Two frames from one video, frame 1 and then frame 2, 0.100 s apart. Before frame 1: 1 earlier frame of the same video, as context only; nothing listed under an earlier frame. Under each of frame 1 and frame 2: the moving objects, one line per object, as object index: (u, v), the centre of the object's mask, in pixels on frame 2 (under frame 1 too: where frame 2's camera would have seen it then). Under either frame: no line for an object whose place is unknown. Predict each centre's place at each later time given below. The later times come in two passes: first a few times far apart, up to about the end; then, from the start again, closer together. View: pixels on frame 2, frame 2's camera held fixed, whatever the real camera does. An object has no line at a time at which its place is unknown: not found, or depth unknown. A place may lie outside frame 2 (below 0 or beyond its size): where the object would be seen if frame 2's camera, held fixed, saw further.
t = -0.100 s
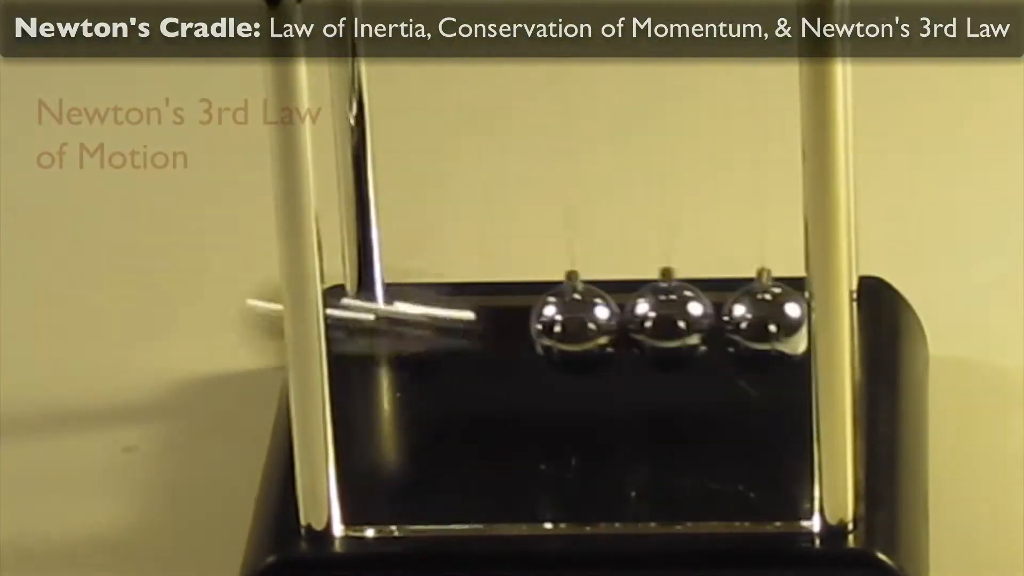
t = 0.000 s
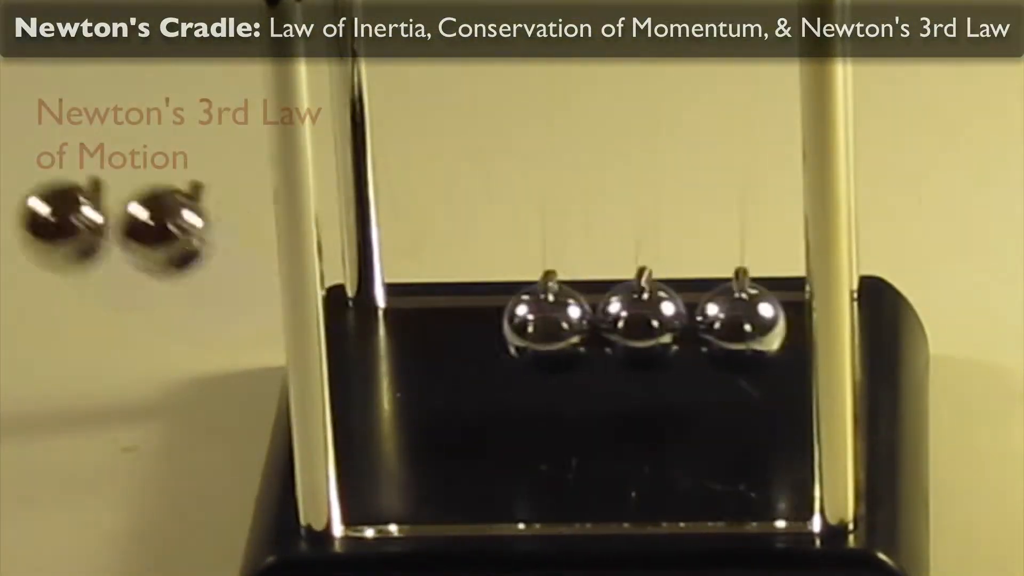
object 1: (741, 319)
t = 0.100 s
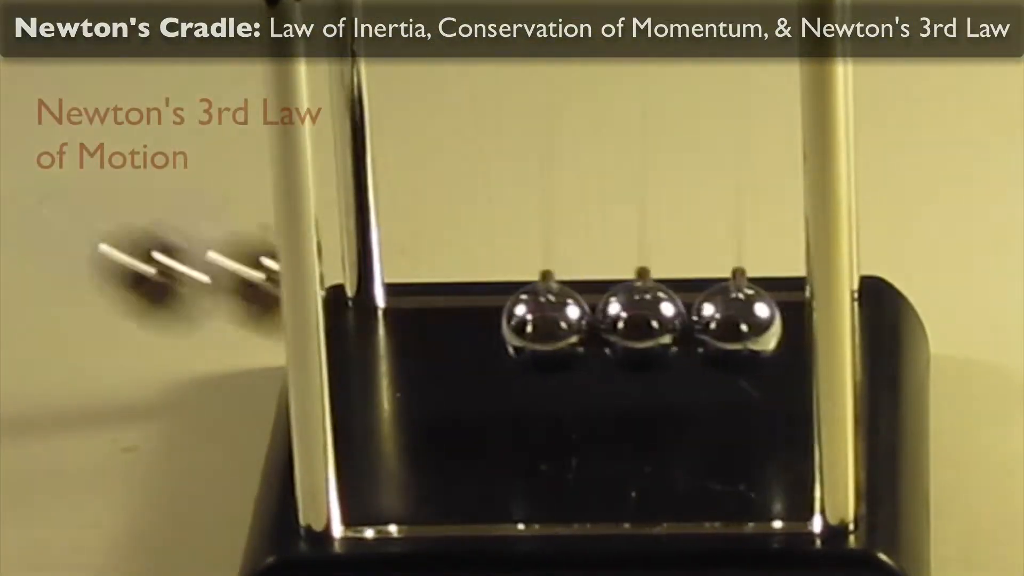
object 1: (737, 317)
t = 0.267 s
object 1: (964, 232)
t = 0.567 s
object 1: (733, 318)
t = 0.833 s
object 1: (957, 237)
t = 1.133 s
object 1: (726, 317)
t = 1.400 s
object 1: (950, 241)
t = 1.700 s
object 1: (721, 317)
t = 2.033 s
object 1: (939, 248)
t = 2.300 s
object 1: (709, 316)
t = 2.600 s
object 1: (925, 256)
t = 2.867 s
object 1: (704, 316)
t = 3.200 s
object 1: (924, 290)
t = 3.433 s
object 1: (699, 316)
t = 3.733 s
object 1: (894, 272)
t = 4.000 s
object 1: (691, 316)
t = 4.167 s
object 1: (914, 292)
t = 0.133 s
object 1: (744, 318)
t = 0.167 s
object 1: (716, 318)
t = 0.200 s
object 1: (901, 296)
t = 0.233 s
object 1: (942, 268)
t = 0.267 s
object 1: (964, 232)
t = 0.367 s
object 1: (947, 255)
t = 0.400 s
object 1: (924, 288)
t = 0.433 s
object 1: (767, 322)
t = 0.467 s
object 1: (766, 318)
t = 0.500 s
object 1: (754, 318)
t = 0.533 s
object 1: (742, 318)
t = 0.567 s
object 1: (733, 318)
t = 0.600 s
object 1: (726, 317)
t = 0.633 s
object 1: (725, 318)
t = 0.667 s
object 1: (729, 319)
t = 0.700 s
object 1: (738, 319)
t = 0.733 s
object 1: (766, 322)
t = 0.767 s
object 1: (898, 294)
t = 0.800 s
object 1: (937, 271)
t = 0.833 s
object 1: (957, 237)
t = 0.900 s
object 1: (961, 233)
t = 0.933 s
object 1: (939, 256)
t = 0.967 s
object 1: (912, 292)
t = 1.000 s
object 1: (734, 321)
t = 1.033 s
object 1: (727, 317)
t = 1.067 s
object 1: (752, 318)
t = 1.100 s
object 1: (738, 318)
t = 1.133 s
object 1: (726, 317)
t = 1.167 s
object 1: (719, 317)
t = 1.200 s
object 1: (719, 317)
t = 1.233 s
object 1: (727, 318)
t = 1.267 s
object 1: (738, 319)
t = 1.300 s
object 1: (719, 325)
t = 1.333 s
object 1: (901, 296)
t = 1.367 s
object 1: (937, 271)
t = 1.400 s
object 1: (950, 241)
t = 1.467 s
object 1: (950, 241)
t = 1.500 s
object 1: (931, 263)
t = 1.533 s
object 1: (907, 293)
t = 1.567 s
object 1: (735, 319)
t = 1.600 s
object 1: (767, 317)
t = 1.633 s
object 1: (750, 318)
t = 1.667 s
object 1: (733, 317)
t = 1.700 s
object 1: (721, 317)
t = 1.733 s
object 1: (715, 317)
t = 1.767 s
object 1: (715, 317)
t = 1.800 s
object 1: (722, 318)
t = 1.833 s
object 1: (736, 318)
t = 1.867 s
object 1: (726, 321)
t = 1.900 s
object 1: (900, 297)
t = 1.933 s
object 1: (937, 271)
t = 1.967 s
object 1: (944, 244)
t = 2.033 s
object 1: (939, 248)
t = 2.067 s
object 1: (933, 271)
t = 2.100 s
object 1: (899, 294)
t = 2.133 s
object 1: (759, 316)
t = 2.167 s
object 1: (763, 317)
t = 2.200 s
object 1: (747, 318)
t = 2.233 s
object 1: (729, 317)
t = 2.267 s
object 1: (715, 317)
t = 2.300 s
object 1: (709, 316)
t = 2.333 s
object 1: (710, 317)
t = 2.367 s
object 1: (720, 317)
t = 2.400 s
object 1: (737, 319)
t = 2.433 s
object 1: (737, 322)
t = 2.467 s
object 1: (905, 295)
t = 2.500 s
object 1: (940, 270)
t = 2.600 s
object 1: (925, 256)
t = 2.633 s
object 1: (930, 280)
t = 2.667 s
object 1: (762, 318)
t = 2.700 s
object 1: (772, 317)
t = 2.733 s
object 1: (760, 318)
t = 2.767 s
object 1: (739, 317)
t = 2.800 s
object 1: (720, 316)
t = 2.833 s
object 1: (707, 316)
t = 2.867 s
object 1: (704, 316)
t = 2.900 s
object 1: (709, 316)
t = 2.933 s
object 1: (721, 317)
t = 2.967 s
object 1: (740, 318)
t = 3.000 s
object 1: (740, 322)
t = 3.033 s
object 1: (912, 297)
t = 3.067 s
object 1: (923, 266)
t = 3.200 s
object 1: (924, 290)
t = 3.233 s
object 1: (750, 314)
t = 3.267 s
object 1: (773, 316)
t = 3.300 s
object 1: (755, 318)
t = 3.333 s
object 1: (734, 318)
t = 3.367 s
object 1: (715, 317)
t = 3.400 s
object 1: (703, 316)
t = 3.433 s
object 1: (699, 316)
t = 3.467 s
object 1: (704, 317)
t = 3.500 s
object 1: (717, 318)
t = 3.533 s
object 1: (737, 319)
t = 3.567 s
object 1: (755, 318)
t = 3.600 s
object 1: (910, 294)
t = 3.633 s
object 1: (902, 265)
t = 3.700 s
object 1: (925, 258)
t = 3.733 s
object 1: (894, 272)
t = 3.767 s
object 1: (913, 294)
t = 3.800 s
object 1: (741, 323)
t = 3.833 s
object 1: (770, 317)
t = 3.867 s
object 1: (752, 319)
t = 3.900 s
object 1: (727, 318)
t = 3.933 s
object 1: (707, 317)
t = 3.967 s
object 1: (693, 316)
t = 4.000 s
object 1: (691, 316)
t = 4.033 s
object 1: (700, 317)
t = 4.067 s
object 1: (719, 318)
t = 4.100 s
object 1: (703, 323)
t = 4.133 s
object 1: (759, 316)
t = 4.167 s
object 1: (914, 292)
